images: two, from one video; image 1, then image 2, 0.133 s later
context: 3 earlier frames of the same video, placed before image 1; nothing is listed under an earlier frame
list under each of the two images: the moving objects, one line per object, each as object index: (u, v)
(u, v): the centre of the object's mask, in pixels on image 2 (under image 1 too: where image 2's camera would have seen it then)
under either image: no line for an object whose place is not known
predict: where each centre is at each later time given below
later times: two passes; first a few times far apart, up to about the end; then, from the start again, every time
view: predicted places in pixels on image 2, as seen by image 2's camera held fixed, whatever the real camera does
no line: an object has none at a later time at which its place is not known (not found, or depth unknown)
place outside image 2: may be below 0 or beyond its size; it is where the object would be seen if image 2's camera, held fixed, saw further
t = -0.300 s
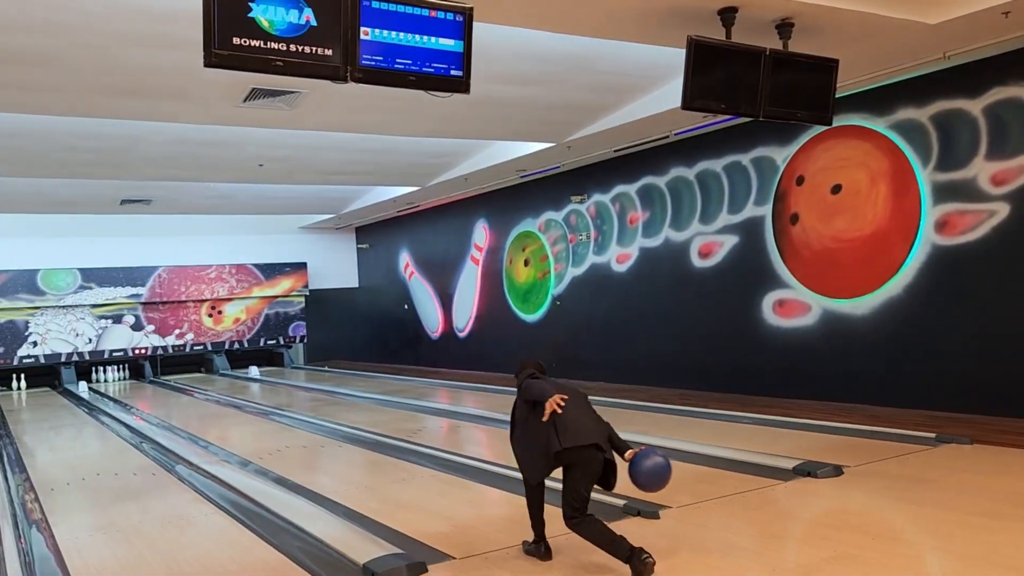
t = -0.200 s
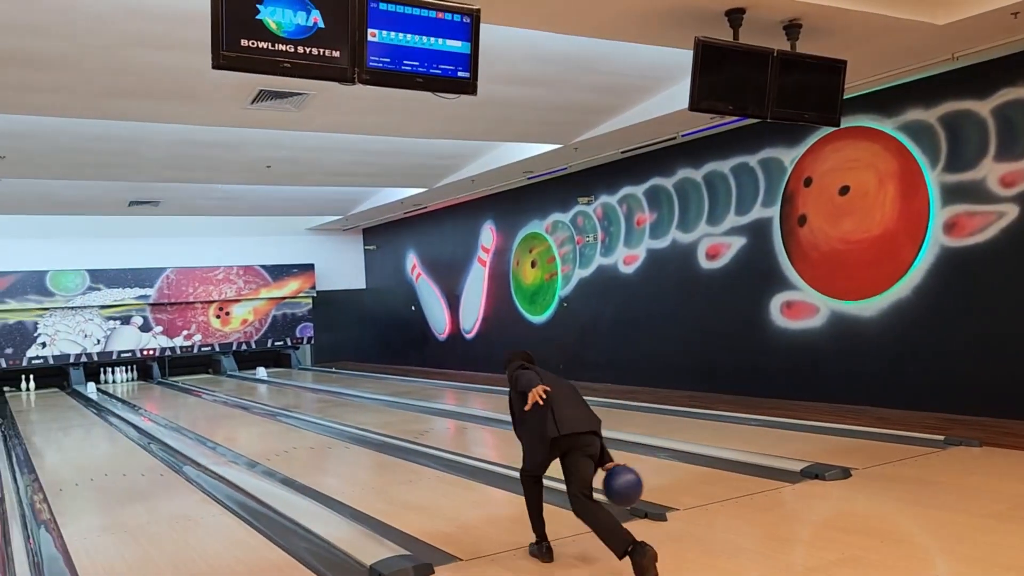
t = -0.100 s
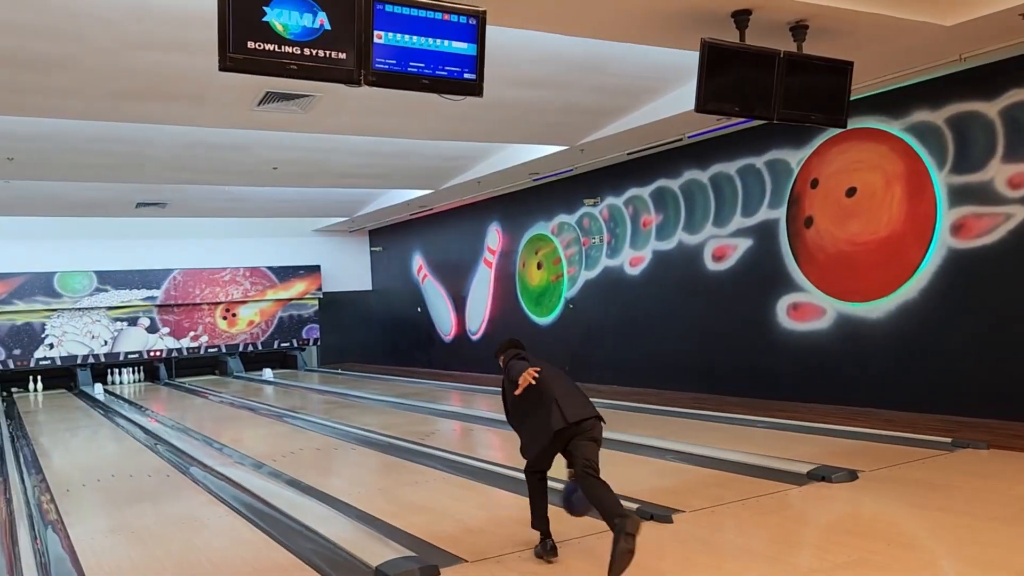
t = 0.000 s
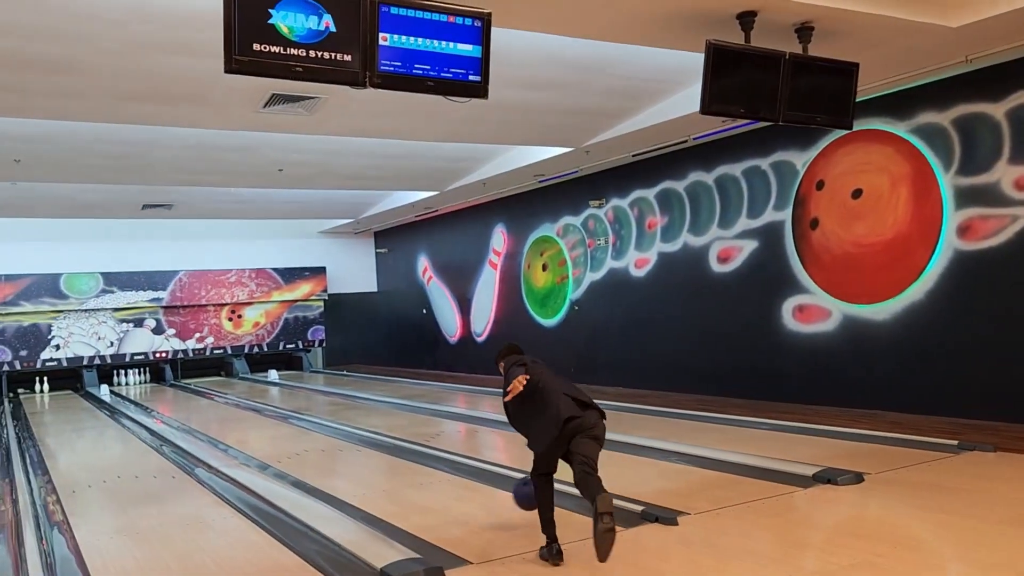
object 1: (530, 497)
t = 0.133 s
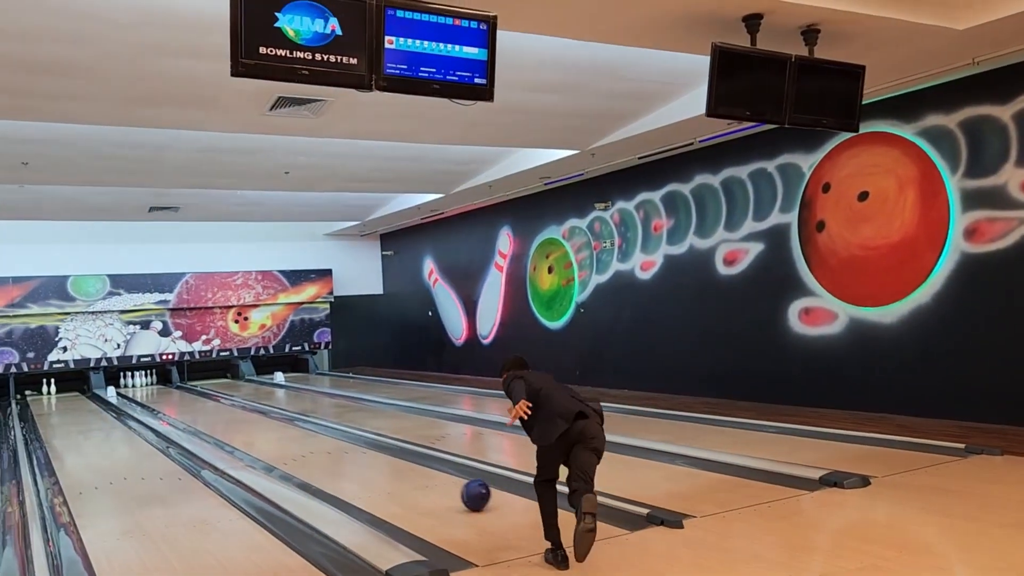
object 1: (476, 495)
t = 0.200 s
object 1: (451, 488)
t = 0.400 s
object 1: (389, 468)
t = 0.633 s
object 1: (336, 451)
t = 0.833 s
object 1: (301, 440)
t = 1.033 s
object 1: (273, 431)
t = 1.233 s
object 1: (249, 424)
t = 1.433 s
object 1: (229, 417)
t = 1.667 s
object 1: (210, 412)
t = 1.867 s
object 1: (196, 408)
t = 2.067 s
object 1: (184, 404)
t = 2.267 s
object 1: (173, 401)
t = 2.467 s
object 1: (164, 398)
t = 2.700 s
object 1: (154, 396)
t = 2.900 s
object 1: (147, 394)
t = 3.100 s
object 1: (140, 392)
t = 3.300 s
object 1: (133, 390)
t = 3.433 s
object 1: (129, 389)
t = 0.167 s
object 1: (463, 492)
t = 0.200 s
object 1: (451, 488)
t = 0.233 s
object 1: (439, 484)
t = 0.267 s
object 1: (428, 480)
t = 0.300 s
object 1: (418, 477)
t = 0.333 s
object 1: (407, 474)
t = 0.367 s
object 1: (398, 471)
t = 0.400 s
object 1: (389, 468)
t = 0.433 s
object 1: (380, 465)
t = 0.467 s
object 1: (372, 462)
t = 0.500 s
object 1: (364, 460)
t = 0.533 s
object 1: (357, 458)
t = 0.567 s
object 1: (350, 455)
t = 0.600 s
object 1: (343, 453)
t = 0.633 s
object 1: (336, 451)
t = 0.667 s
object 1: (329, 449)
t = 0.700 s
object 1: (324, 447)
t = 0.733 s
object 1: (317, 445)
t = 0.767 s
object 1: (312, 443)
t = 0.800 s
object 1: (306, 441)
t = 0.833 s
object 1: (301, 440)
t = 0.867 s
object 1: (296, 438)
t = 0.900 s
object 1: (291, 436)
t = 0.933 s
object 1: (286, 435)
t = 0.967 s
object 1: (282, 433)
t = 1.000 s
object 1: (277, 432)
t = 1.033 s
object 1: (273, 431)
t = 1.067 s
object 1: (268, 429)
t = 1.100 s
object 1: (264, 428)
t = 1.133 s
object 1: (260, 427)
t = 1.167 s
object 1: (257, 426)
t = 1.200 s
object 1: (253, 425)
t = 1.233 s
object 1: (249, 424)
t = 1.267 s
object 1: (246, 422)
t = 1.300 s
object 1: (242, 421)
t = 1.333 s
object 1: (239, 421)
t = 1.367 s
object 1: (236, 419)
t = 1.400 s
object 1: (233, 419)
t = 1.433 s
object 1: (229, 417)
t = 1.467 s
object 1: (227, 417)
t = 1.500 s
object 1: (224, 416)
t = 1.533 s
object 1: (221, 415)
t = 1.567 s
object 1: (218, 414)
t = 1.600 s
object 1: (216, 413)
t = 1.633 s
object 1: (213, 413)
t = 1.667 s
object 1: (210, 412)
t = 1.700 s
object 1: (208, 411)
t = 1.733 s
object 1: (205, 410)
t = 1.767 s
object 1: (203, 410)
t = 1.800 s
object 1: (201, 409)
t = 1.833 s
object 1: (199, 408)
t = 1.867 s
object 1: (196, 408)
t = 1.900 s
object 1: (194, 407)
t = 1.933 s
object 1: (192, 406)
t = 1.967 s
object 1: (190, 406)
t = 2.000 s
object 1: (188, 405)
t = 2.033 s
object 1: (186, 405)
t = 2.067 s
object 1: (184, 404)
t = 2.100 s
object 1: (182, 404)
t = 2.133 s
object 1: (180, 403)
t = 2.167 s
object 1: (178, 403)
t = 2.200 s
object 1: (177, 402)
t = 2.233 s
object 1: (175, 401)
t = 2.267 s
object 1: (173, 401)
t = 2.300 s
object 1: (172, 401)
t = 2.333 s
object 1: (170, 400)
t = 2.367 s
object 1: (169, 400)
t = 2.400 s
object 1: (167, 399)
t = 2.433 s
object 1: (166, 399)
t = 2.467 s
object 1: (164, 398)
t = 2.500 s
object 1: (162, 398)
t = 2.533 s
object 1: (161, 398)
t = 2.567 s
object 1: (160, 397)
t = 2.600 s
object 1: (158, 397)
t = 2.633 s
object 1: (157, 397)
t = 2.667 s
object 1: (156, 396)
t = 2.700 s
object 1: (154, 396)
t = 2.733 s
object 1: (153, 395)
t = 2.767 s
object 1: (152, 395)
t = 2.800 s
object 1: (150, 395)
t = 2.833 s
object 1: (149, 394)
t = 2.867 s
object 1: (148, 394)
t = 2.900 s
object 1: (147, 394)
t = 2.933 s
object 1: (146, 393)
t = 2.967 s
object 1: (144, 393)
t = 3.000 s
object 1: (143, 393)
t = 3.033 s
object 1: (142, 392)
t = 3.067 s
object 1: (141, 392)
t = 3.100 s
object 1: (140, 392)
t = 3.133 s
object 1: (139, 392)
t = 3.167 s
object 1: (137, 392)
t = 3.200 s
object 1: (137, 391)
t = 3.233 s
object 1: (135, 391)
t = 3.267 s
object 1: (134, 391)
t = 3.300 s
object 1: (133, 390)
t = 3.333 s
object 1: (132, 390)
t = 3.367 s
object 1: (131, 390)
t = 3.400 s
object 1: (130, 390)
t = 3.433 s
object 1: (129, 389)
